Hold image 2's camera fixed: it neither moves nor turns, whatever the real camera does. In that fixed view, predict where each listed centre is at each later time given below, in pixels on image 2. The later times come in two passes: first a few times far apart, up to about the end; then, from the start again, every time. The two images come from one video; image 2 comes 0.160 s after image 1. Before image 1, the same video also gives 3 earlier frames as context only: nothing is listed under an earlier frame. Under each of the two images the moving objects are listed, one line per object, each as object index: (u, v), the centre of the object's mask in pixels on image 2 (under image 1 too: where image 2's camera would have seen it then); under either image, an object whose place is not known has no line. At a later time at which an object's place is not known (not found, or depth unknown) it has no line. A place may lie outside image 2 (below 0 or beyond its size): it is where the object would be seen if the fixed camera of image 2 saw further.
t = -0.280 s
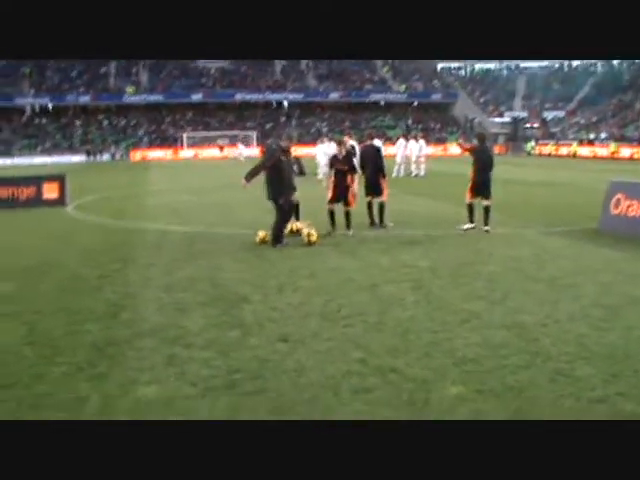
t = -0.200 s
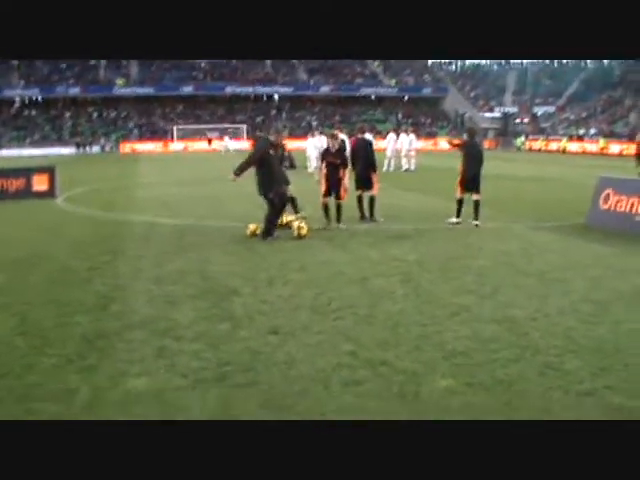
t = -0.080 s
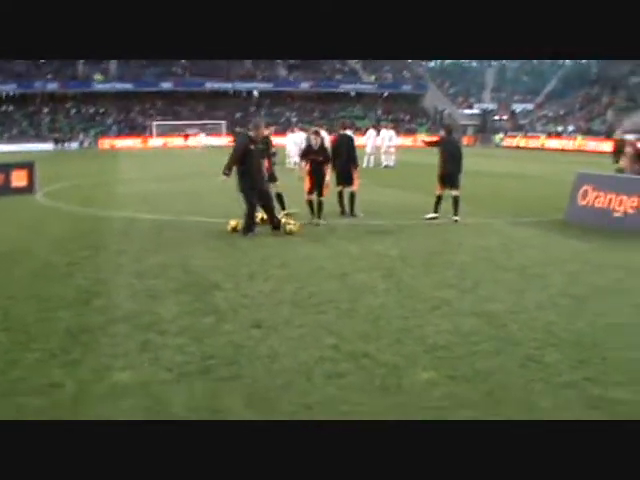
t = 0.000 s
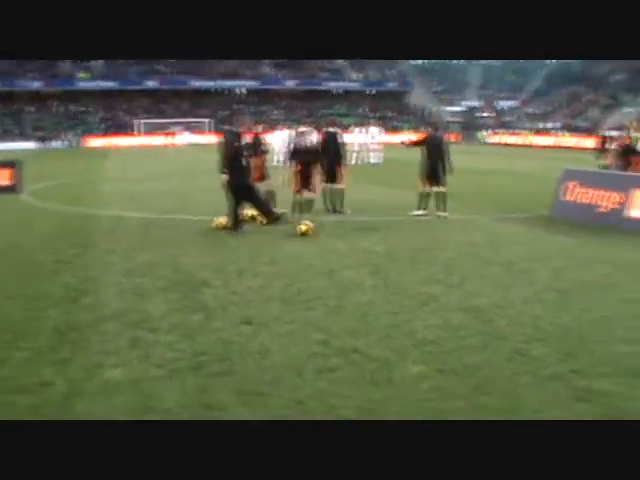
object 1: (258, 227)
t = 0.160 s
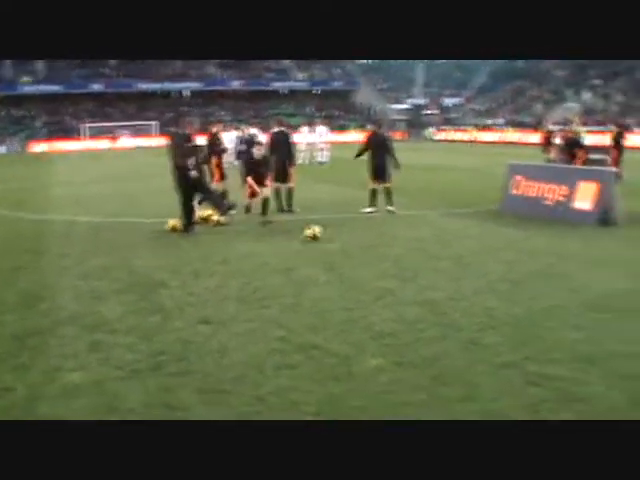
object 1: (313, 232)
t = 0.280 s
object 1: (351, 236)
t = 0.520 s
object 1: (417, 242)
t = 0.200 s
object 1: (324, 232)
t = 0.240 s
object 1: (339, 234)
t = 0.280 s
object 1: (351, 236)
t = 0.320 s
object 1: (361, 237)
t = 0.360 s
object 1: (373, 235)
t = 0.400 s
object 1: (383, 237)
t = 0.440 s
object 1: (396, 239)
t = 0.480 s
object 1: (405, 242)
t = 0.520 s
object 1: (417, 242)
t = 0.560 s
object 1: (428, 243)
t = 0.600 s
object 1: (438, 244)
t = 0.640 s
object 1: (450, 245)
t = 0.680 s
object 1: (462, 244)
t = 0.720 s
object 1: (472, 245)
